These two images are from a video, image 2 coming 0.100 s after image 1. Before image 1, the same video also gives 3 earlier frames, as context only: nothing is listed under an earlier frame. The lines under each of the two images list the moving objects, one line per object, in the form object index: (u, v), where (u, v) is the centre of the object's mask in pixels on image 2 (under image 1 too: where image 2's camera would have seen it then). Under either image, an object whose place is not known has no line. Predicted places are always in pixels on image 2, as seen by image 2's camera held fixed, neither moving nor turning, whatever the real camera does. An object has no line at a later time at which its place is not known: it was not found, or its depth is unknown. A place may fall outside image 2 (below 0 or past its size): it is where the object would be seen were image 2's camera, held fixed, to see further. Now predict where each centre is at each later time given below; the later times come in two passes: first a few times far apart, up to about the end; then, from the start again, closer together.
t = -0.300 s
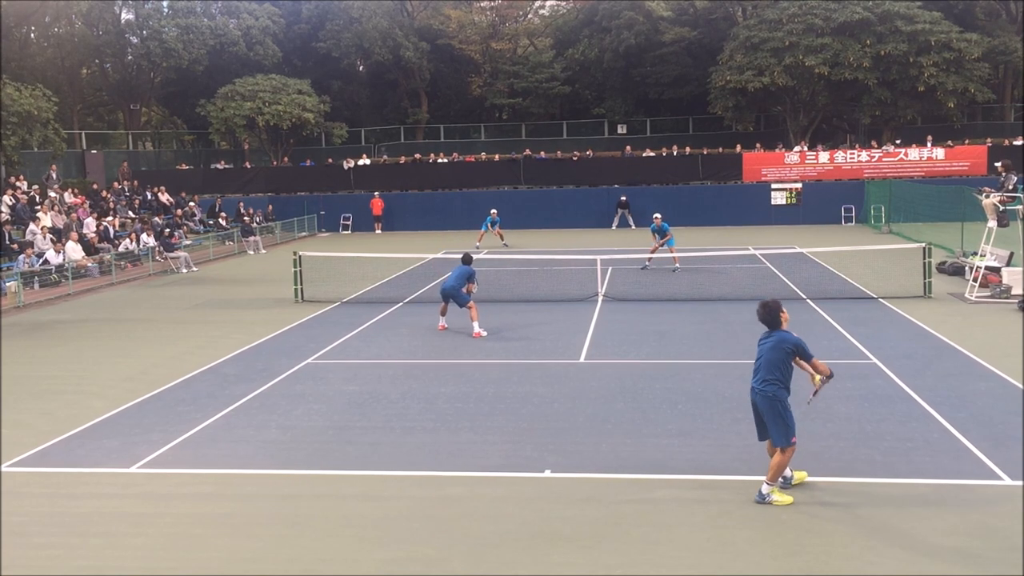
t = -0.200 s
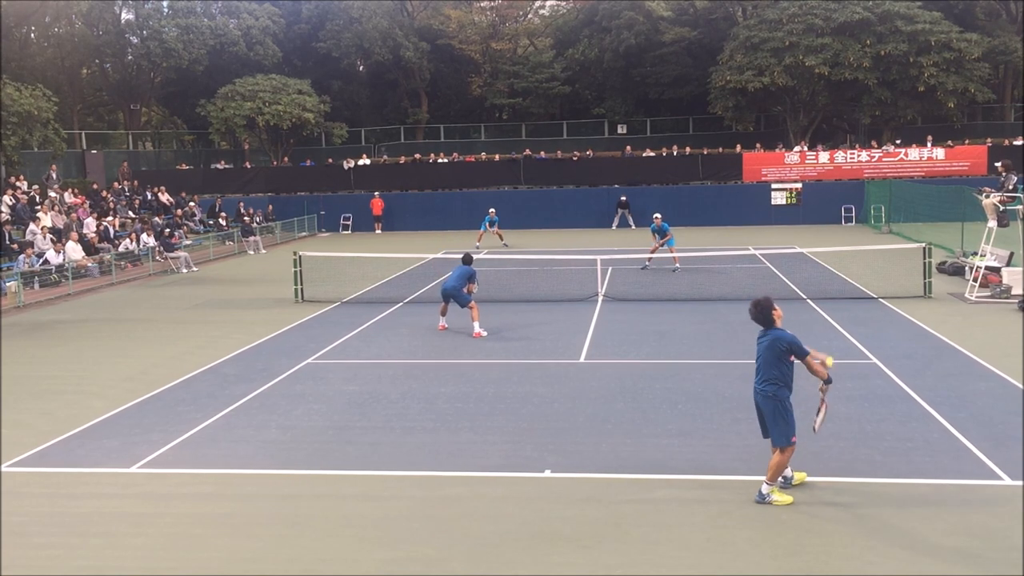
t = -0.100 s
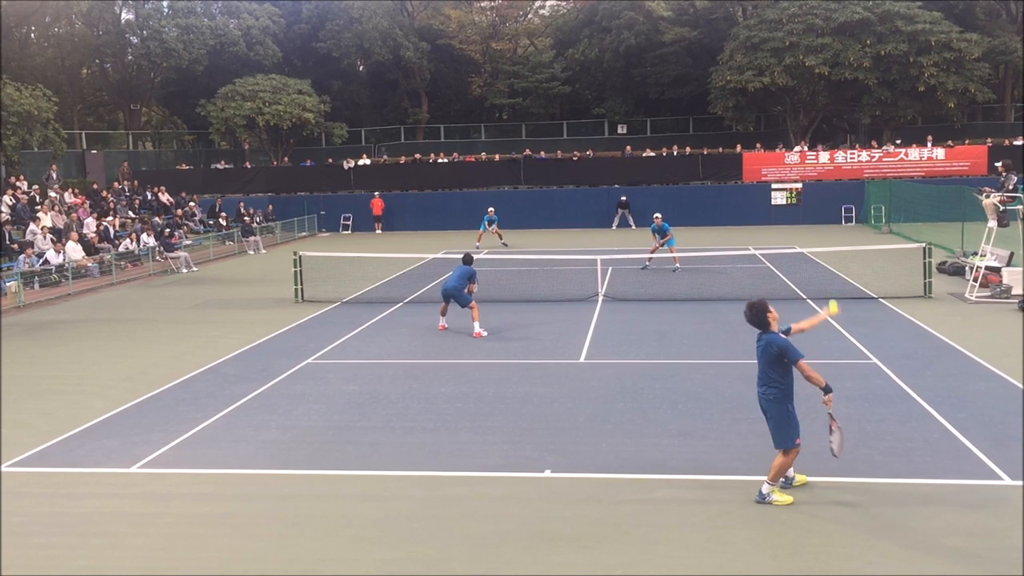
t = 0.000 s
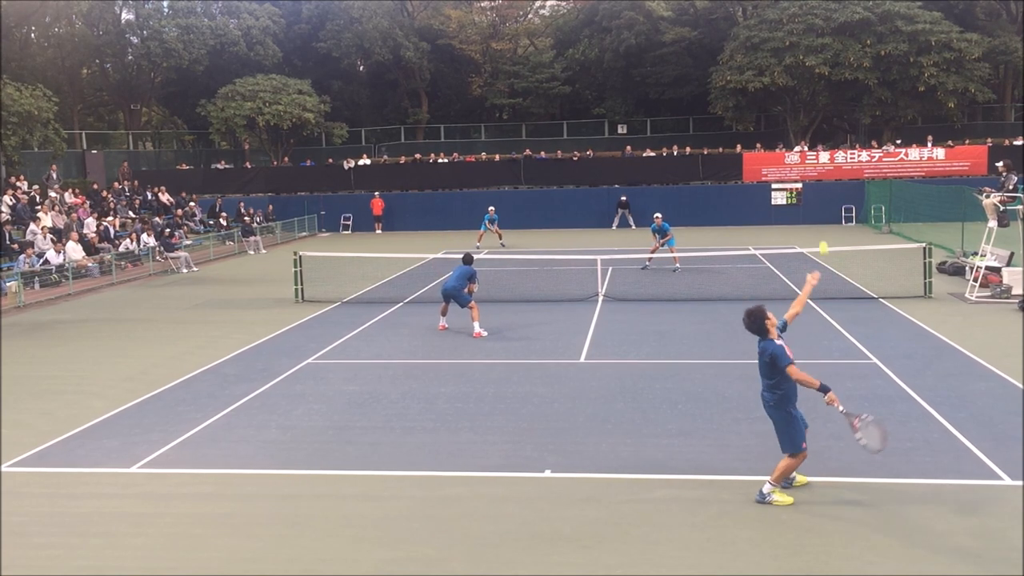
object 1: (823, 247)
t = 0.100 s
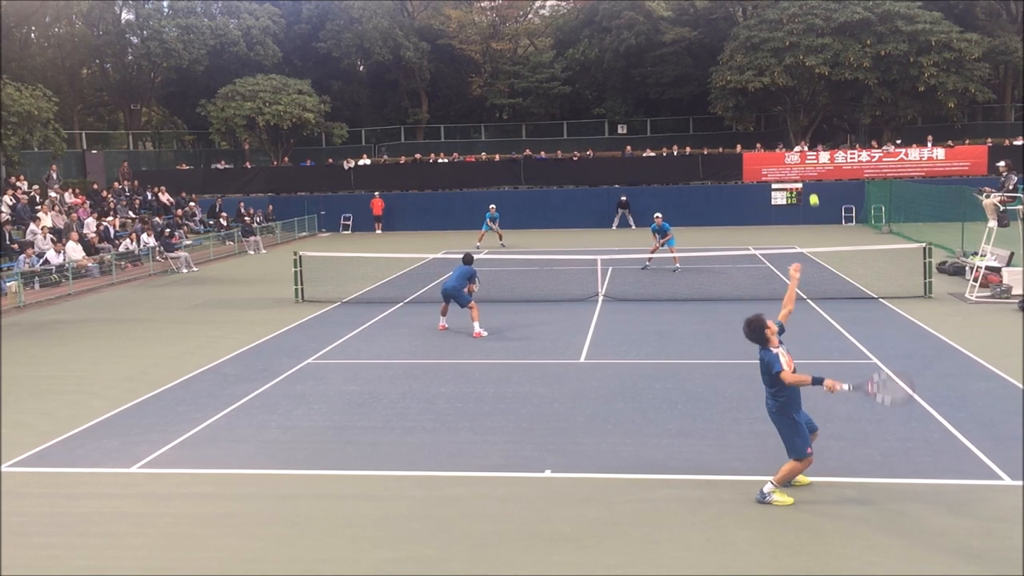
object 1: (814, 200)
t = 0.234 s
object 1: (801, 154)
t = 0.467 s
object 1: (779, 121)
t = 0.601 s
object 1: (767, 130)
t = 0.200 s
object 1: (804, 163)
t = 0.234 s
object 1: (801, 154)
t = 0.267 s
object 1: (798, 145)
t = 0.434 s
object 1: (782, 122)
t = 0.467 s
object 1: (779, 121)
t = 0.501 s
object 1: (776, 121)
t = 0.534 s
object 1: (773, 123)
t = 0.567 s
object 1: (770, 126)
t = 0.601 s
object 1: (767, 130)
